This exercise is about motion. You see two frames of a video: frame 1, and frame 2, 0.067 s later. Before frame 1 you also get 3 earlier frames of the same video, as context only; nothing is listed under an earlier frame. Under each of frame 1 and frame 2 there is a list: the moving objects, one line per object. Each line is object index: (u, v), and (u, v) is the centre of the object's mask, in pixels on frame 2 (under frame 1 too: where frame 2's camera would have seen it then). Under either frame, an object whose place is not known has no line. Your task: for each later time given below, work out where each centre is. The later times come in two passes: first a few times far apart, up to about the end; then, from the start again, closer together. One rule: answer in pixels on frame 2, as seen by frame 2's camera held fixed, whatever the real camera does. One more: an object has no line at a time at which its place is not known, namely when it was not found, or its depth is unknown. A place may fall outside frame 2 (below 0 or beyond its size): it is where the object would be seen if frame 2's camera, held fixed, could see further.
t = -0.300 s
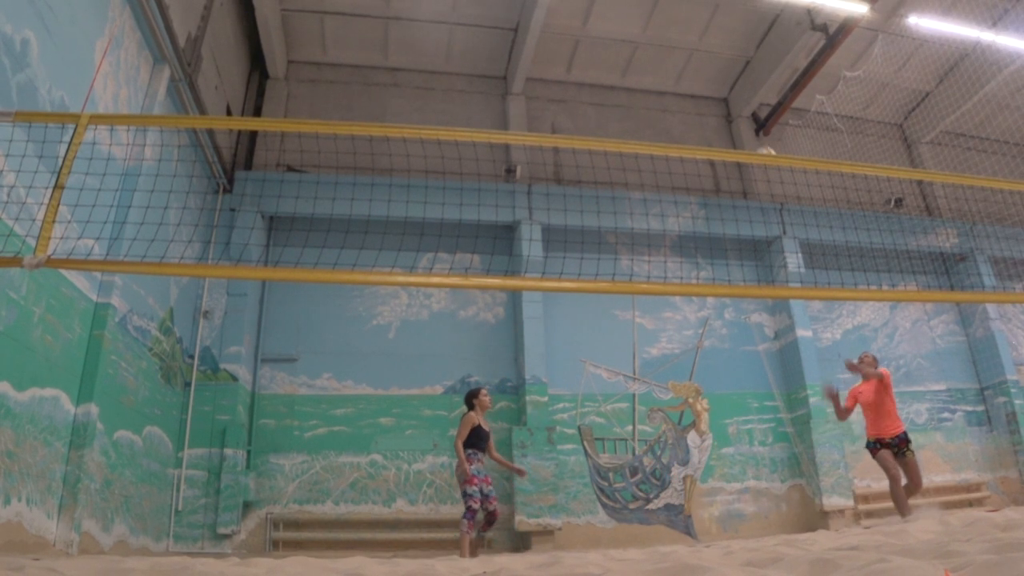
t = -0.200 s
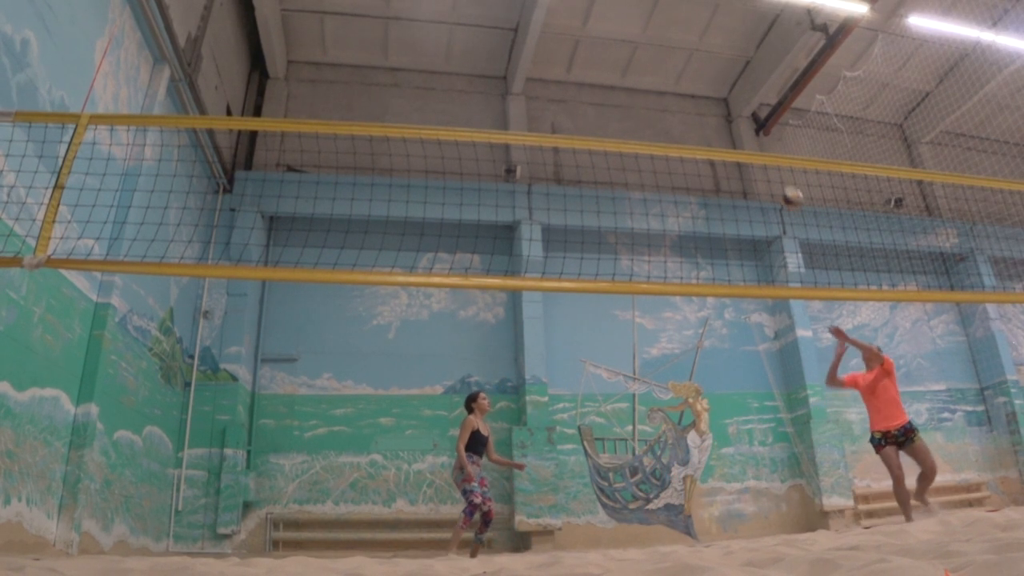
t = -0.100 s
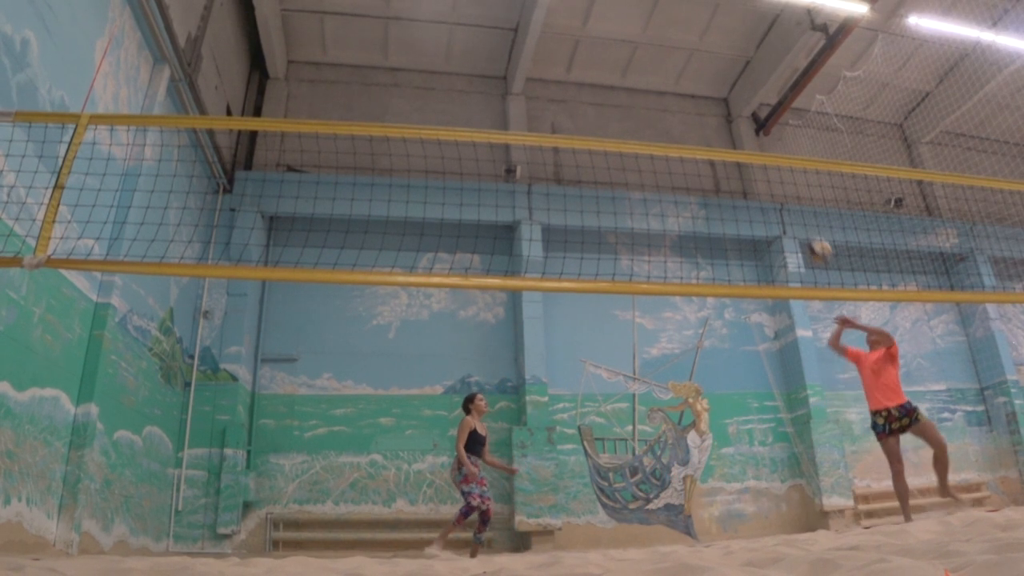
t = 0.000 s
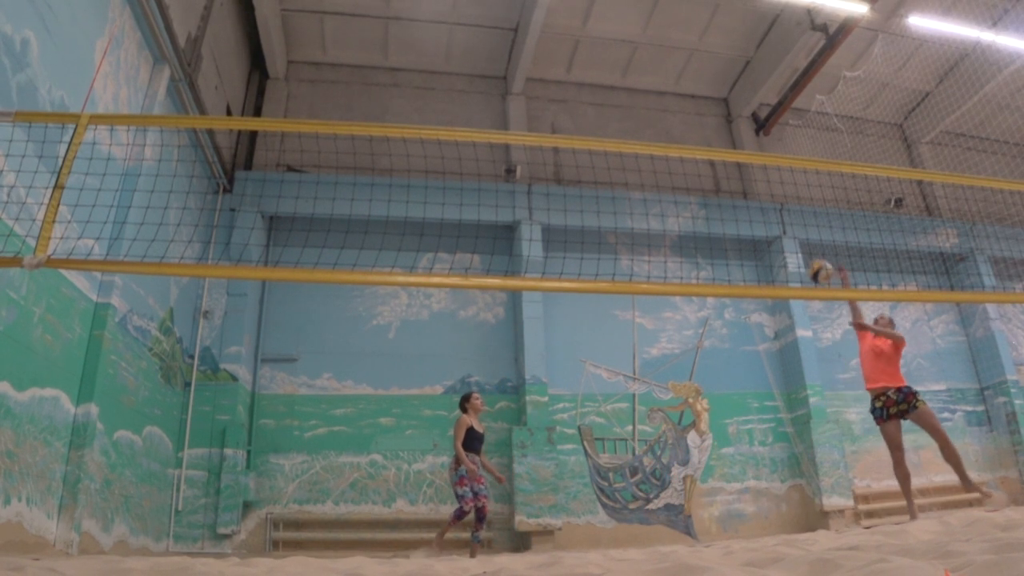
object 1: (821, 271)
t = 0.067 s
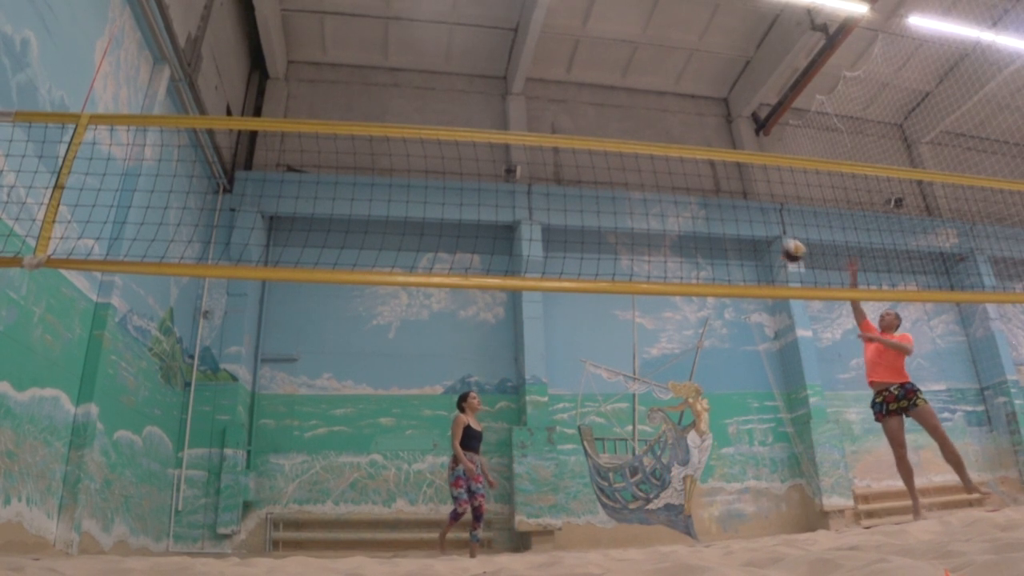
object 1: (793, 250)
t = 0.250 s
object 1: (713, 218)
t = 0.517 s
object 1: (562, 237)
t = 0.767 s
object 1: (379, 349)
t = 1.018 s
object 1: (195, 525)
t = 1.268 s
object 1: (97, 455)
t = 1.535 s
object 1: (9, 509)
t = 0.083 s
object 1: (787, 246)
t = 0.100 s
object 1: (779, 243)
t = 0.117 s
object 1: (774, 240)
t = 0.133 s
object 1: (766, 236)
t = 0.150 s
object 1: (758, 233)
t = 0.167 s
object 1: (752, 230)
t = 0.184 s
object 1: (744, 225)
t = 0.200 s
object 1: (735, 222)
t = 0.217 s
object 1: (728, 220)
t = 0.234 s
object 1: (719, 218)
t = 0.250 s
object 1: (713, 218)
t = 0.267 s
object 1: (704, 215)
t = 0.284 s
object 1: (696, 215)
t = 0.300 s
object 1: (690, 214)
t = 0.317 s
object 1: (680, 213)
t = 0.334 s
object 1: (671, 212)
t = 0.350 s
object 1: (661, 211)
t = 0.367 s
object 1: (653, 213)
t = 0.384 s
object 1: (645, 214)
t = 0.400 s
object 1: (634, 214)
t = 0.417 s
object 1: (624, 217)
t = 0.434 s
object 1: (614, 220)
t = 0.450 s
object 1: (604, 221)
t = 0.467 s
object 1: (595, 224)
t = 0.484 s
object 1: (585, 227)
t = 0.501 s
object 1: (573, 232)
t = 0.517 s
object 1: (562, 237)
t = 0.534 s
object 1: (548, 243)
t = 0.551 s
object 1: (537, 247)
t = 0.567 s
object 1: (525, 255)
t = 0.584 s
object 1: (515, 260)
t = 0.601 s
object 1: (500, 264)
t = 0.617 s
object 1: (490, 268)
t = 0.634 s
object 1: (471, 296)
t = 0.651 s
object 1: (461, 299)
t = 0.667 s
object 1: (449, 302)
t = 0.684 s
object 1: (440, 307)
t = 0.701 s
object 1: (426, 314)
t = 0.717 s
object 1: (414, 323)
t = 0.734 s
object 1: (404, 330)
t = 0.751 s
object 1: (392, 339)
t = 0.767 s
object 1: (379, 349)
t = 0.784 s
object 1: (366, 361)
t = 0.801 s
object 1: (355, 373)
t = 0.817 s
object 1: (342, 384)
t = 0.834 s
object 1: (329, 397)
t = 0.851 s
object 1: (316, 412)
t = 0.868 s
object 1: (304, 425)
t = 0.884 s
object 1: (291, 438)
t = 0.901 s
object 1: (278, 454)
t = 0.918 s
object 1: (263, 475)
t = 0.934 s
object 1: (250, 492)
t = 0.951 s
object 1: (239, 507)
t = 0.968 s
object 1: (226, 524)
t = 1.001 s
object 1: (202, 535)
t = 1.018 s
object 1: (195, 525)
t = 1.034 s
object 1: (188, 515)
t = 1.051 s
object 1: (181, 507)
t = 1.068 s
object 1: (174, 500)
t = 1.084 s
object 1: (167, 492)
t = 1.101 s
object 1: (162, 486)
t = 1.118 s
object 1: (155, 481)
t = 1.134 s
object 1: (147, 476)
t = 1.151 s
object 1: (142, 471)
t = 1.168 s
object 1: (135, 467)
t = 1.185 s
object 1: (129, 463)
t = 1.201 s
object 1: (123, 459)
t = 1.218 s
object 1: (115, 457)
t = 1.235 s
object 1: (109, 456)
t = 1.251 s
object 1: (104, 456)
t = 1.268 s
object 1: (97, 455)
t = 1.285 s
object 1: (93, 455)
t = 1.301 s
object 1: (87, 455)
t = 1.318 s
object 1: (79, 456)
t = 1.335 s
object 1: (73, 458)
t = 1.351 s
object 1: (68, 460)
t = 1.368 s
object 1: (62, 462)
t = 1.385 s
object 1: (56, 466)
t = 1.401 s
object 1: (50, 468)
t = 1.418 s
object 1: (44, 472)
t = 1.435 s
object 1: (36, 476)
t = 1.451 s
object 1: (30, 480)
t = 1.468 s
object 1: (24, 486)
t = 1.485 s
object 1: (18, 491)
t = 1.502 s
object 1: (14, 499)
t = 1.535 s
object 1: (9, 509)
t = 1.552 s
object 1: (6, 517)
